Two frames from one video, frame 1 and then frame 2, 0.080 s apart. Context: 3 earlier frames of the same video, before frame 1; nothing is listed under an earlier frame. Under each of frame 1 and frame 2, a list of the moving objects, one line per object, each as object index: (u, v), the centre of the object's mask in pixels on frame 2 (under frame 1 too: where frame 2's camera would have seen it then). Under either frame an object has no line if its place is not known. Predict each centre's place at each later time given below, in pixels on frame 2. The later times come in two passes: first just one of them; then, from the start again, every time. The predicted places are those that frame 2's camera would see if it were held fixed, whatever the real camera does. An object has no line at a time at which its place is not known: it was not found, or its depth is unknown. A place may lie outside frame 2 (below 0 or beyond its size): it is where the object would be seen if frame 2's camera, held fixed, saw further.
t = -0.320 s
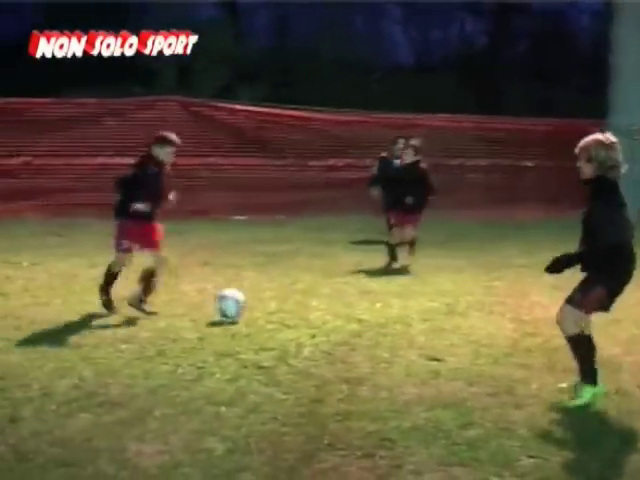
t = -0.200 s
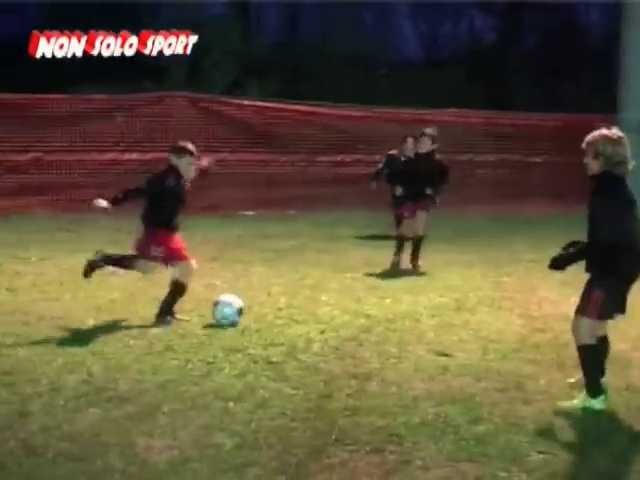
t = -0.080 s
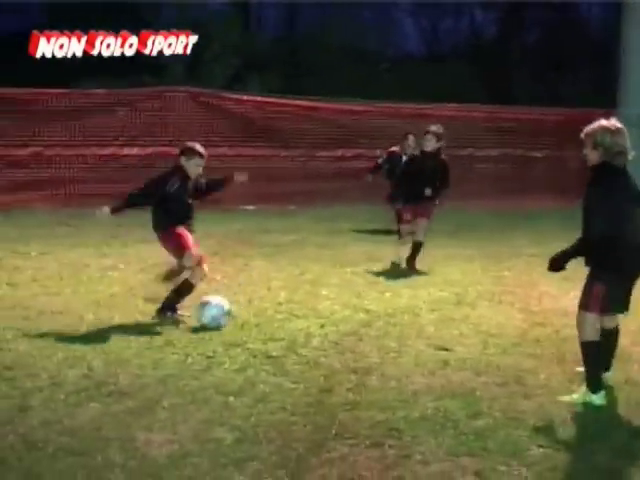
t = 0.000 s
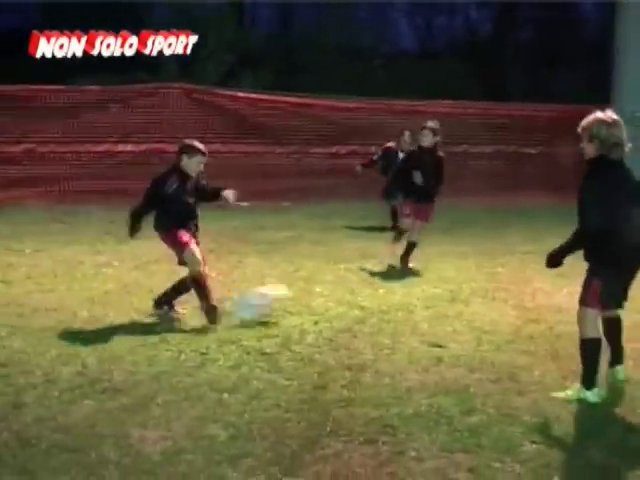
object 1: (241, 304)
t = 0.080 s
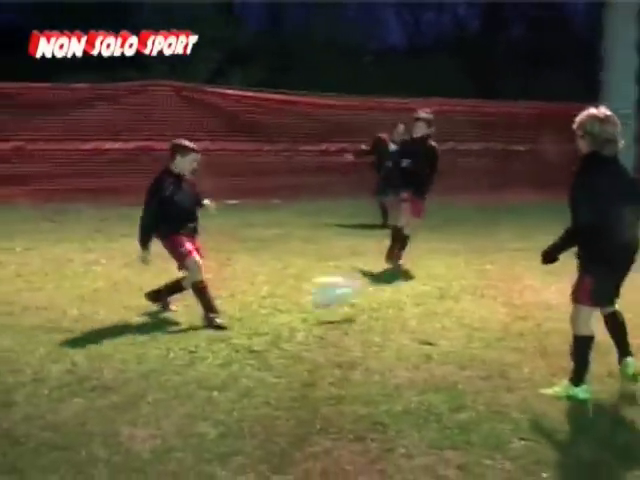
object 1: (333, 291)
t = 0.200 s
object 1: (456, 292)
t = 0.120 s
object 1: (374, 289)
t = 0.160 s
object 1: (415, 289)
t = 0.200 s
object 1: (456, 292)
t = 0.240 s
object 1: (498, 298)
